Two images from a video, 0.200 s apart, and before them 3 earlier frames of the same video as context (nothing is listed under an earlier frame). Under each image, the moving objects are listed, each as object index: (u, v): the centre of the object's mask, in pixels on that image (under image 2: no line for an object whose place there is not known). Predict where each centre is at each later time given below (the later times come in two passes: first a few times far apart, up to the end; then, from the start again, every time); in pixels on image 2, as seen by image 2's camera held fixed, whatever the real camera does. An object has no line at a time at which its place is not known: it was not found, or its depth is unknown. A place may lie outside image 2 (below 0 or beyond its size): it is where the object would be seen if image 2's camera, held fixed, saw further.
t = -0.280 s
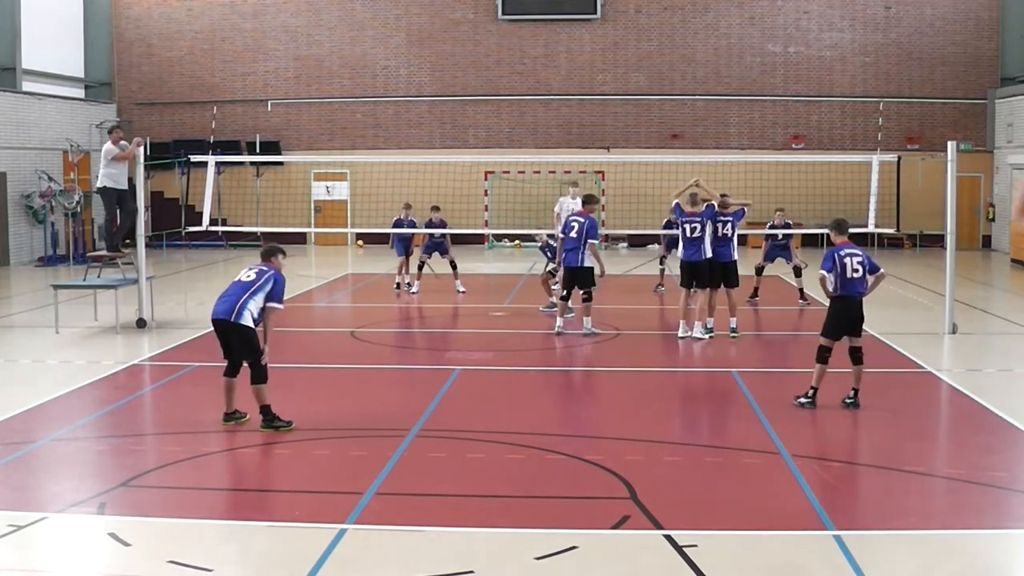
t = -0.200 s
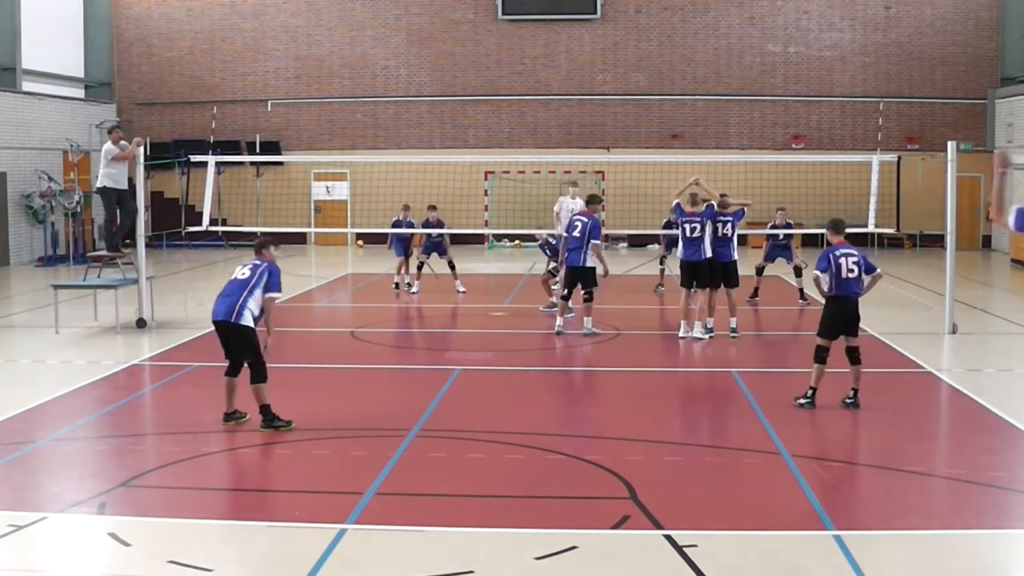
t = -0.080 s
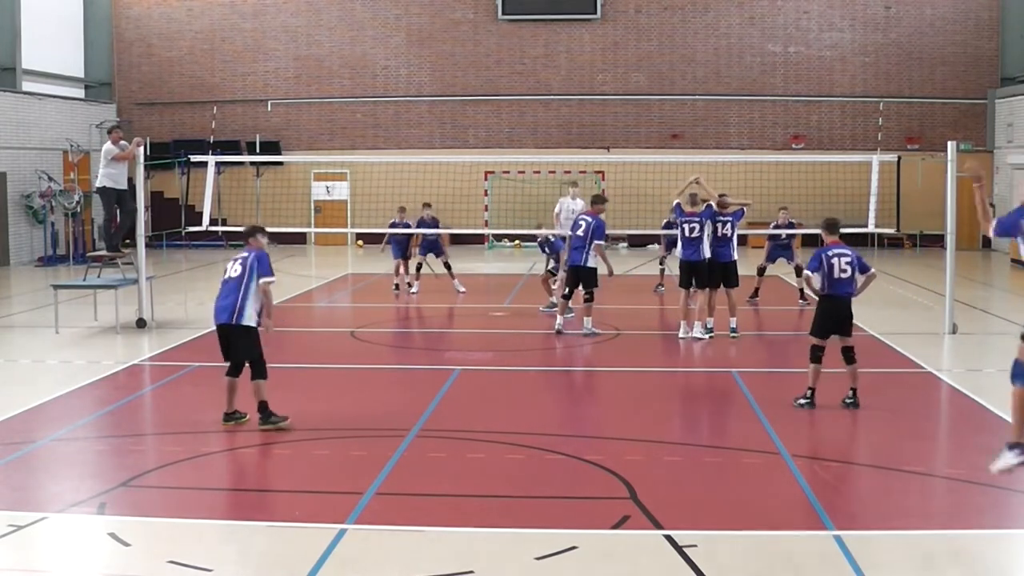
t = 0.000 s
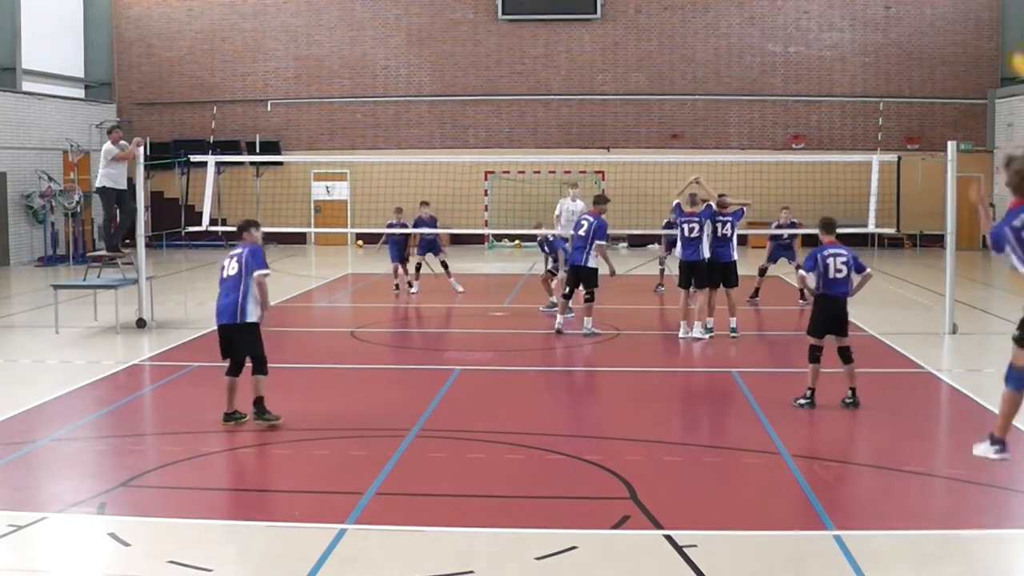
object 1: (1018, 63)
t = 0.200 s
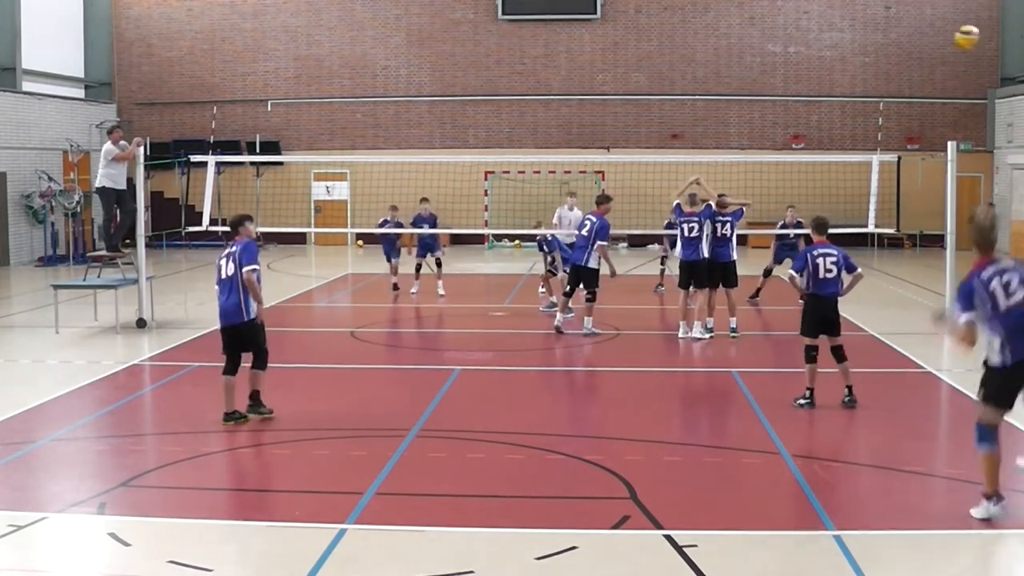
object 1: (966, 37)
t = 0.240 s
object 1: (958, 39)
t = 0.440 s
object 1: (928, 68)
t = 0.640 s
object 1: (912, 117)
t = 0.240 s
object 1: (958, 39)
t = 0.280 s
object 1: (951, 43)
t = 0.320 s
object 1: (944, 47)
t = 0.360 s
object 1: (938, 55)
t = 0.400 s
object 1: (932, 62)
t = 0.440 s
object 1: (928, 68)
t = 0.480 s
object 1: (925, 77)
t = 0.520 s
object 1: (920, 85)
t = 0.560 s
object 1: (917, 94)
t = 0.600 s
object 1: (915, 106)
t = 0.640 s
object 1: (912, 117)
